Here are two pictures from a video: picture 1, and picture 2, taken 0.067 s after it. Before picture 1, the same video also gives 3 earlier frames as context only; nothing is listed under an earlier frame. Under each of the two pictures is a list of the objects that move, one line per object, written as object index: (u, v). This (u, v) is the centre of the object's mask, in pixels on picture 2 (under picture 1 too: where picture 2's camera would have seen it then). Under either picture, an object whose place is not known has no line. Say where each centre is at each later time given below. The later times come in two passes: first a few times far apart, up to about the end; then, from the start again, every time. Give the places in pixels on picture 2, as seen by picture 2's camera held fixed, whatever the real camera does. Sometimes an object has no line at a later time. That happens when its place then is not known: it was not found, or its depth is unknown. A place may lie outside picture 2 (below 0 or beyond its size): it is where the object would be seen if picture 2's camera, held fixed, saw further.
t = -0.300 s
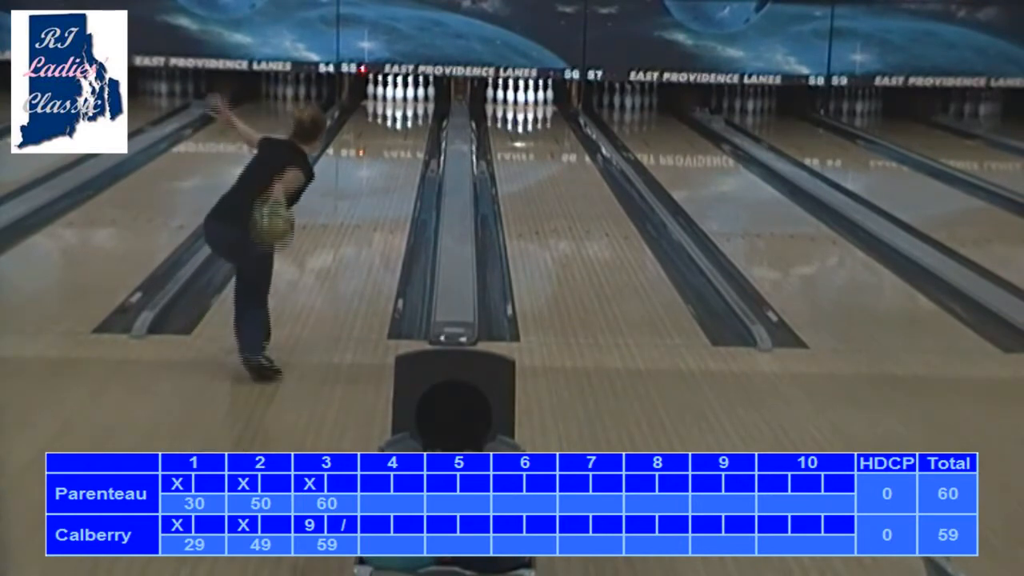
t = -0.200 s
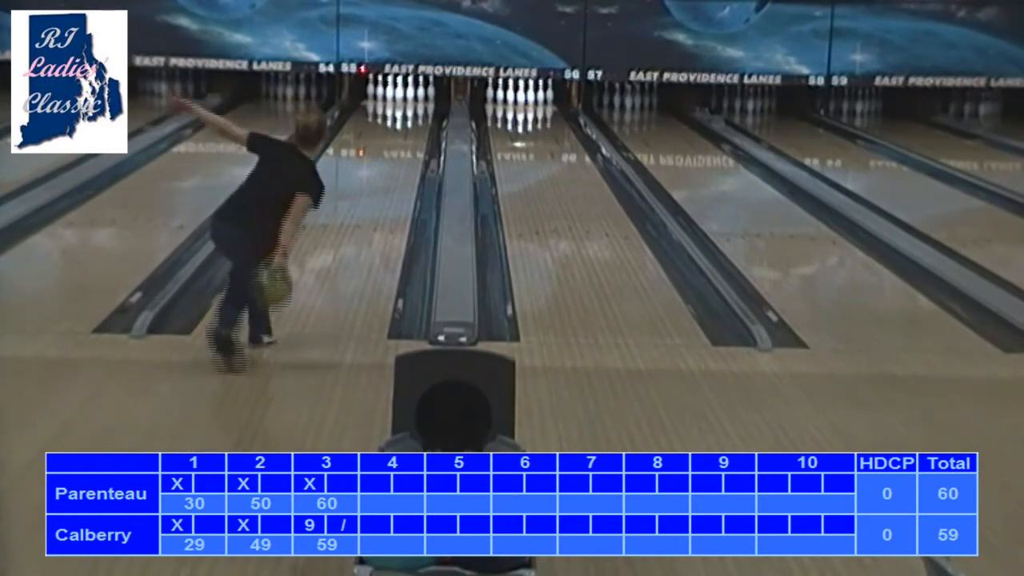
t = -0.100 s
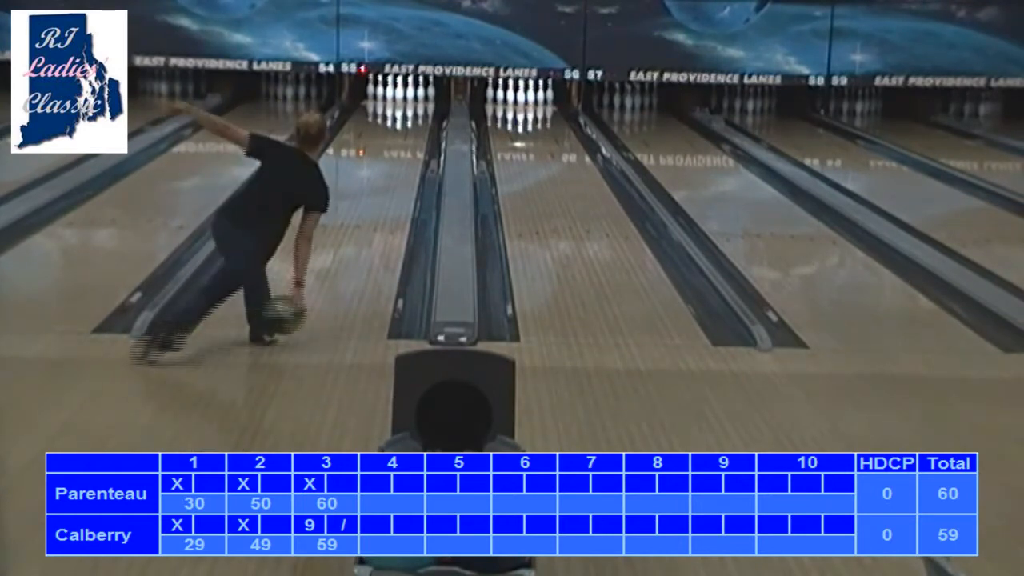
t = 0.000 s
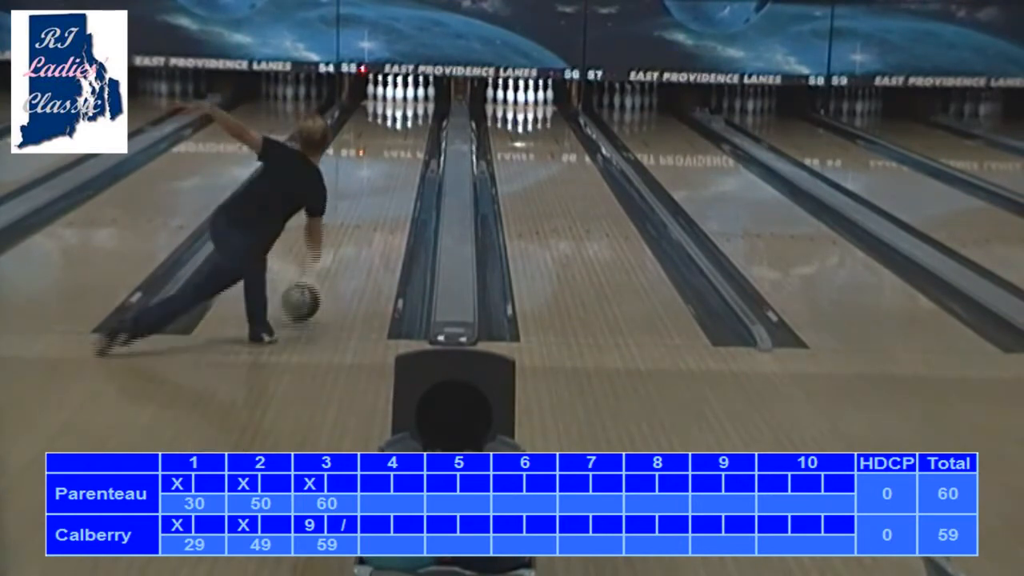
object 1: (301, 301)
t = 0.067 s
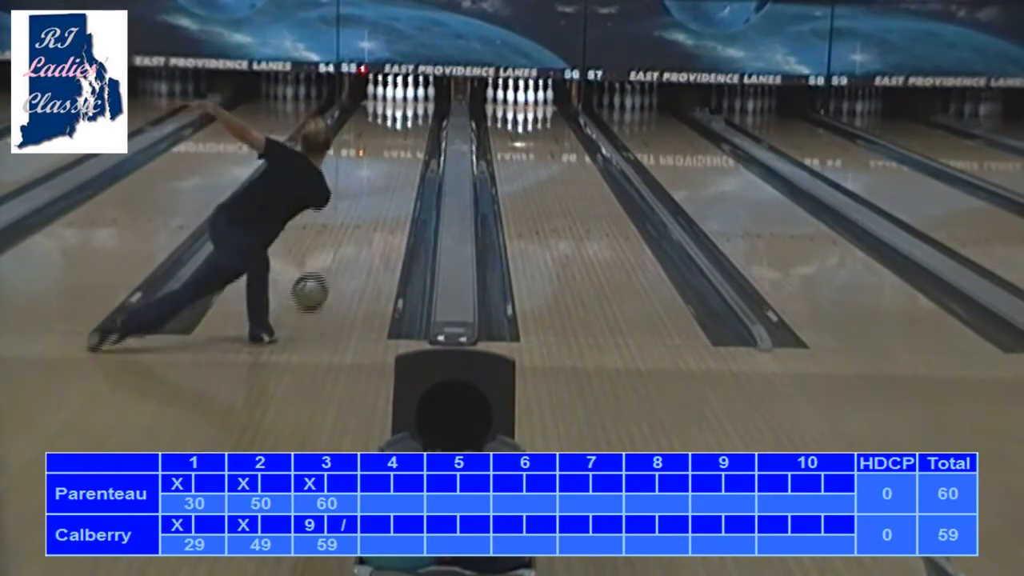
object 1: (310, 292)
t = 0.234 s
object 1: (331, 261)
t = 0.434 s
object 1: (350, 231)
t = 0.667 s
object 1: (368, 203)
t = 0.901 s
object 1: (382, 181)
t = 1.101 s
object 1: (392, 165)
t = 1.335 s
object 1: (400, 149)
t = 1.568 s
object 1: (408, 136)
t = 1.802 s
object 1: (411, 125)
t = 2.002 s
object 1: (416, 116)
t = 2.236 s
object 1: (416, 109)
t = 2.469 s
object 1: (411, 102)
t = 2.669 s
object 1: (407, 94)
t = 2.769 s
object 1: (410, 92)
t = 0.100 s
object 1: (314, 285)
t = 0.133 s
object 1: (319, 279)
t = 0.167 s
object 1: (323, 271)
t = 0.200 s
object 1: (327, 266)
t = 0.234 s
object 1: (331, 261)
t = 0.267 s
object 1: (334, 255)
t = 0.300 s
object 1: (337, 250)
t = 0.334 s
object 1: (341, 245)
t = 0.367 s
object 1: (344, 241)
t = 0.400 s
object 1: (347, 236)
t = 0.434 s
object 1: (350, 231)
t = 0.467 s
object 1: (353, 226)
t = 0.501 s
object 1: (356, 222)
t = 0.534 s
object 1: (358, 218)
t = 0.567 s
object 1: (361, 214)
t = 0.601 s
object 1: (363, 210)
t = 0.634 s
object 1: (366, 207)
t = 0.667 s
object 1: (368, 203)
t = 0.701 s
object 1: (371, 199)
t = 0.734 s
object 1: (372, 197)
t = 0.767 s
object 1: (374, 193)
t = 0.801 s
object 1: (376, 190)
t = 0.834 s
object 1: (378, 186)
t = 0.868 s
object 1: (380, 184)
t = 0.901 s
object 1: (382, 181)
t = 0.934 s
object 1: (384, 179)
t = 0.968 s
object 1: (385, 176)
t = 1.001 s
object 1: (387, 173)
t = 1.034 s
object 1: (388, 170)
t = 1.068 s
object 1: (390, 168)
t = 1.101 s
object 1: (392, 165)
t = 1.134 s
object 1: (393, 162)
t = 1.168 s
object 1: (394, 160)
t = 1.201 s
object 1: (396, 157)
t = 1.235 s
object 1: (397, 154)
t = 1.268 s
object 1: (398, 152)
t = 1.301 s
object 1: (398, 151)
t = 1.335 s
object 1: (400, 149)
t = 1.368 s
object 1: (401, 147)
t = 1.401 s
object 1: (402, 145)
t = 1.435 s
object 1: (404, 143)
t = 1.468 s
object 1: (405, 140)
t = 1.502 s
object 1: (405, 139)
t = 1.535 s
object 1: (405, 138)
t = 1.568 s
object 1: (408, 136)
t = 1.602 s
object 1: (408, 134)
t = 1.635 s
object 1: (409, 133)
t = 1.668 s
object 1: (410, 131)
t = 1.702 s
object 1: (411, 129)
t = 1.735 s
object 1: (411, 128)
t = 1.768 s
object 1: (410, 128)
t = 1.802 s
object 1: (411, 125)
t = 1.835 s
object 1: (413, 123)
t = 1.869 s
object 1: (413, 122)
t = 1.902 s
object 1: (414, 120)
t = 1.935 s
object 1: (416, 119)
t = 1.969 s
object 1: (415, 117)
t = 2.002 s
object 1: (416, 116)
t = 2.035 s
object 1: (416, 115)
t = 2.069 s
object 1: (416, 114)
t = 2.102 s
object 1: (415, 113)
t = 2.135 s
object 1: (416, 112)
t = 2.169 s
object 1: (416, 113)
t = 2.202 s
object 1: (416, 110)
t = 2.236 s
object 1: (416, 109)
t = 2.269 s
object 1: (415, 108)
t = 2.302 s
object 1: (415, 107)
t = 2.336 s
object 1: (414, 107)
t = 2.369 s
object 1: (413, 102)
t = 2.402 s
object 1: (414, 104)
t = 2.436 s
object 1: (412, 100)
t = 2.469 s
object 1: (411, 102)
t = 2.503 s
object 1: (411, 100)
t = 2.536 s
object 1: (409, 100)
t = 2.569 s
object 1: (409, 98)
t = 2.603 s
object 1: (409, 98)
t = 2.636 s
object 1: (406, 97)
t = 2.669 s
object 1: (407, 94)
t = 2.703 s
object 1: (408, 94)
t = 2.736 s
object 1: (409, 94)
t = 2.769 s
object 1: (410, 92)
